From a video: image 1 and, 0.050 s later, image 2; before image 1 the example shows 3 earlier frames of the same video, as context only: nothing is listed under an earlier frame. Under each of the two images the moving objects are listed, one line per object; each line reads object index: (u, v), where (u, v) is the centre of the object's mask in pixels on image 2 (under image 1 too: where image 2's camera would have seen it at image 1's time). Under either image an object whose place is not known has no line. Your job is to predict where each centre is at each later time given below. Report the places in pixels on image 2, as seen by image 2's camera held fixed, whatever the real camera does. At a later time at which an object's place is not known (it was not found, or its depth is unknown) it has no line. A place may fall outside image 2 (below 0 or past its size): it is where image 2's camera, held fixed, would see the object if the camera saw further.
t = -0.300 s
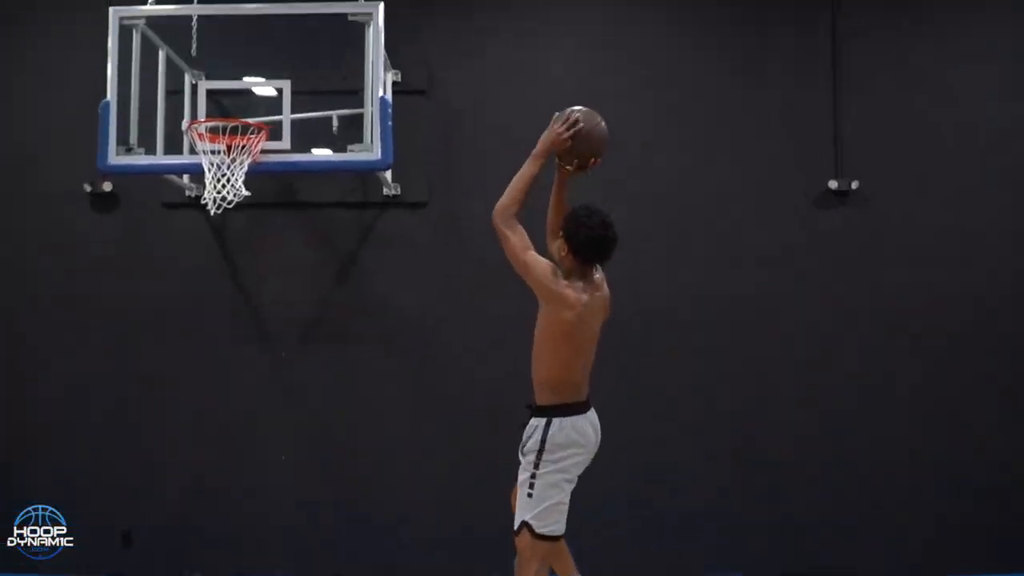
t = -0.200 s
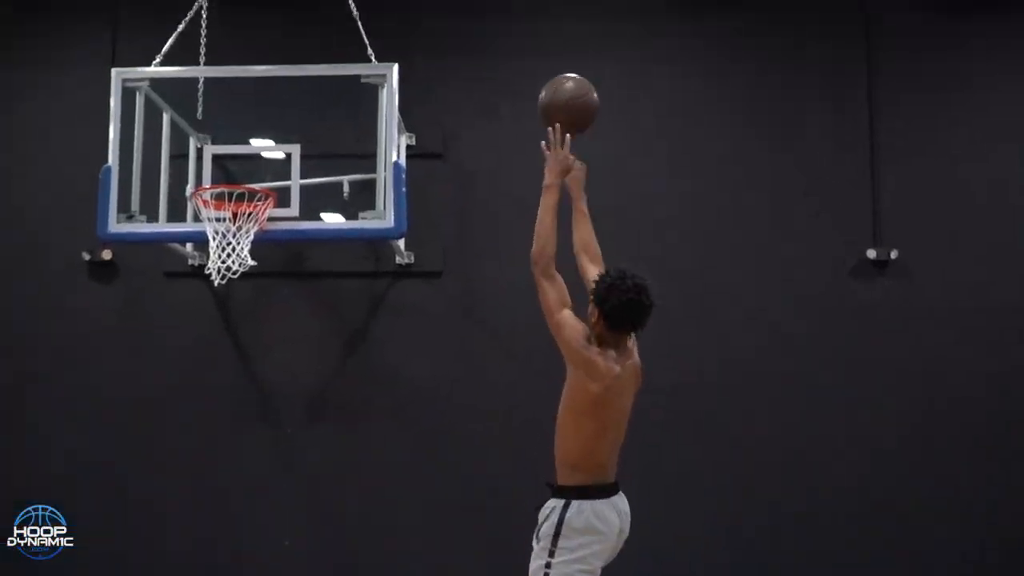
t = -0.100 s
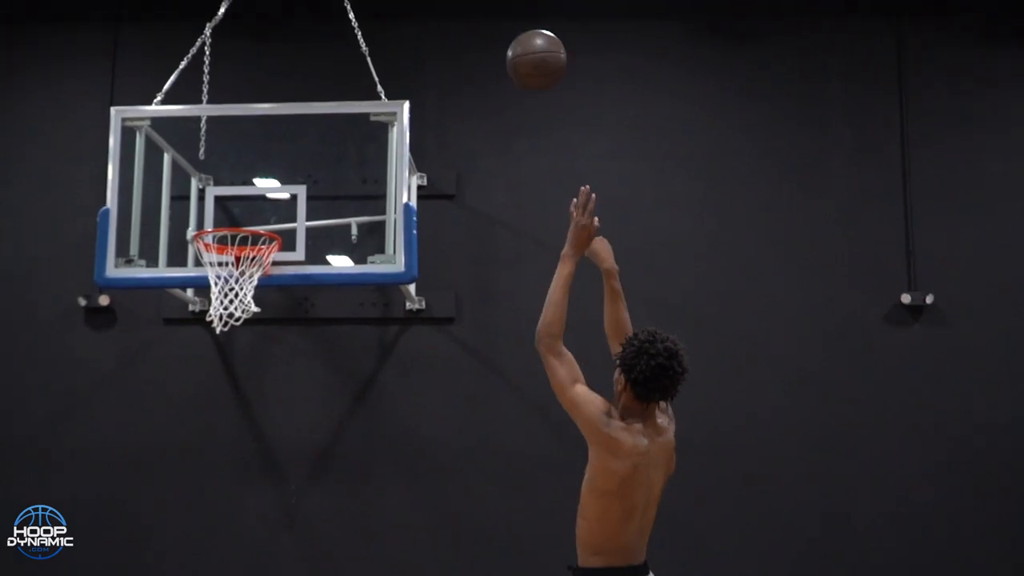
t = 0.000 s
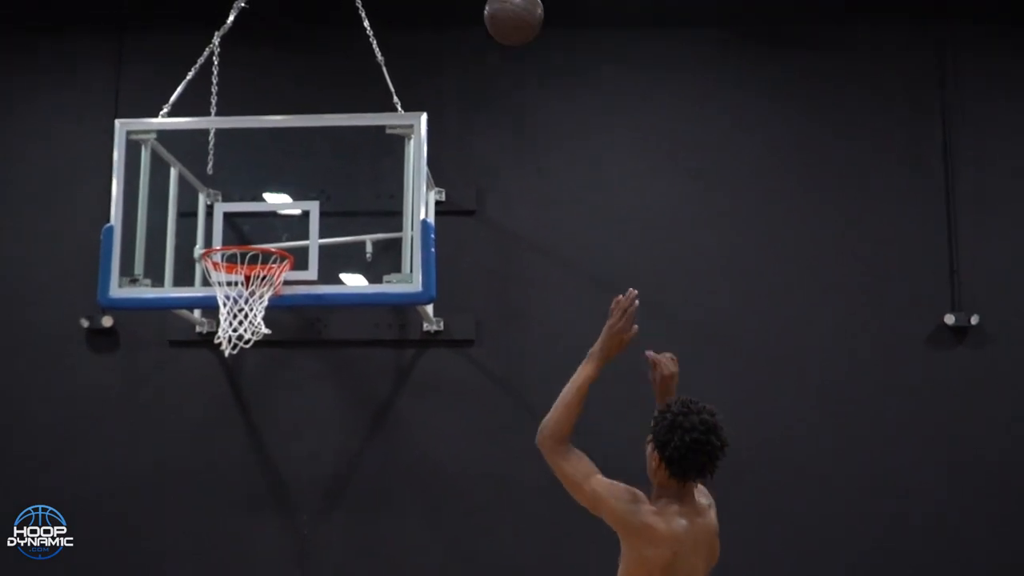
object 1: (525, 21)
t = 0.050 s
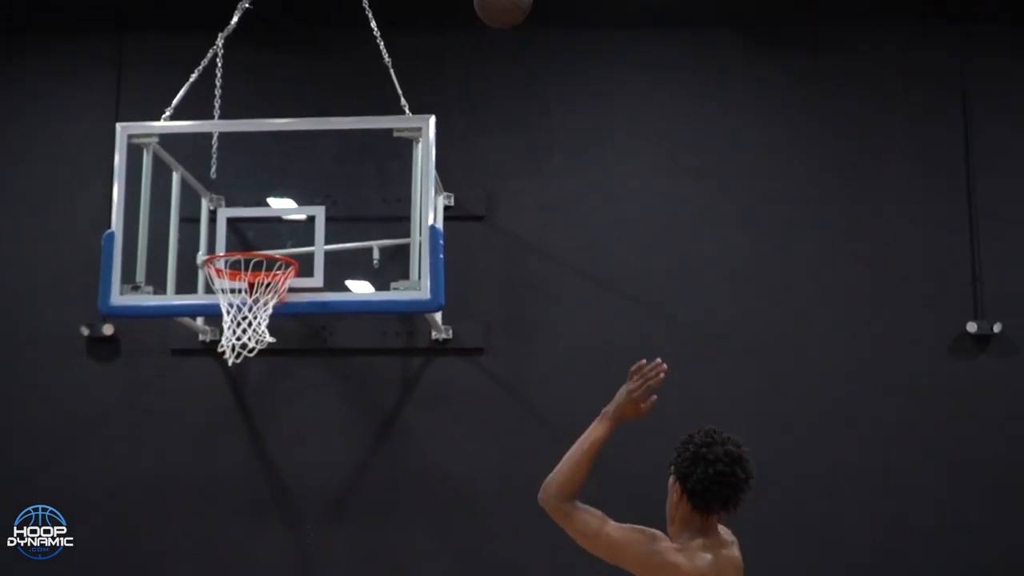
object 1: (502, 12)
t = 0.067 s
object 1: (496, 10)
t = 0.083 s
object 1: (488, 9)
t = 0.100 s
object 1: (481, 9)
